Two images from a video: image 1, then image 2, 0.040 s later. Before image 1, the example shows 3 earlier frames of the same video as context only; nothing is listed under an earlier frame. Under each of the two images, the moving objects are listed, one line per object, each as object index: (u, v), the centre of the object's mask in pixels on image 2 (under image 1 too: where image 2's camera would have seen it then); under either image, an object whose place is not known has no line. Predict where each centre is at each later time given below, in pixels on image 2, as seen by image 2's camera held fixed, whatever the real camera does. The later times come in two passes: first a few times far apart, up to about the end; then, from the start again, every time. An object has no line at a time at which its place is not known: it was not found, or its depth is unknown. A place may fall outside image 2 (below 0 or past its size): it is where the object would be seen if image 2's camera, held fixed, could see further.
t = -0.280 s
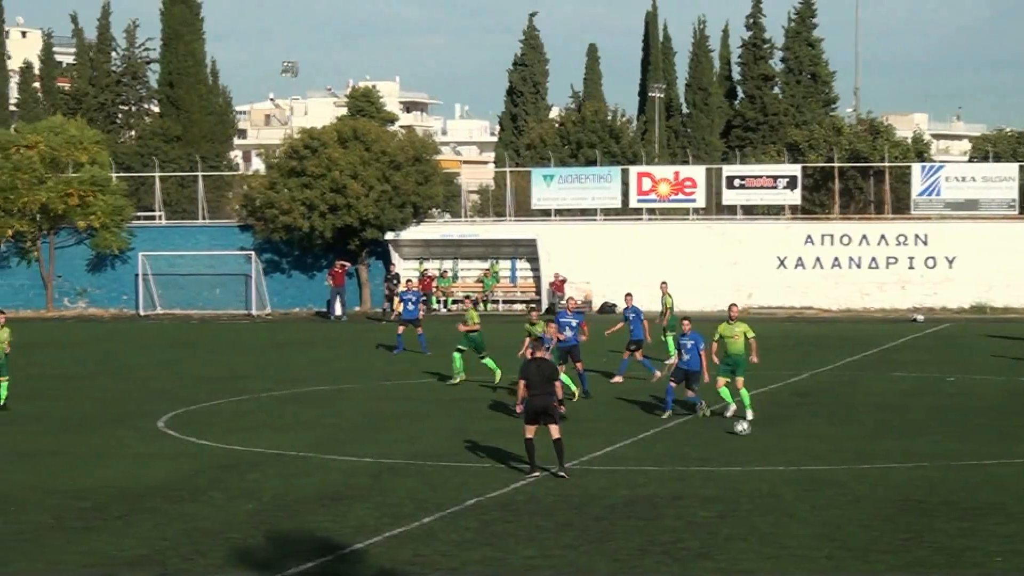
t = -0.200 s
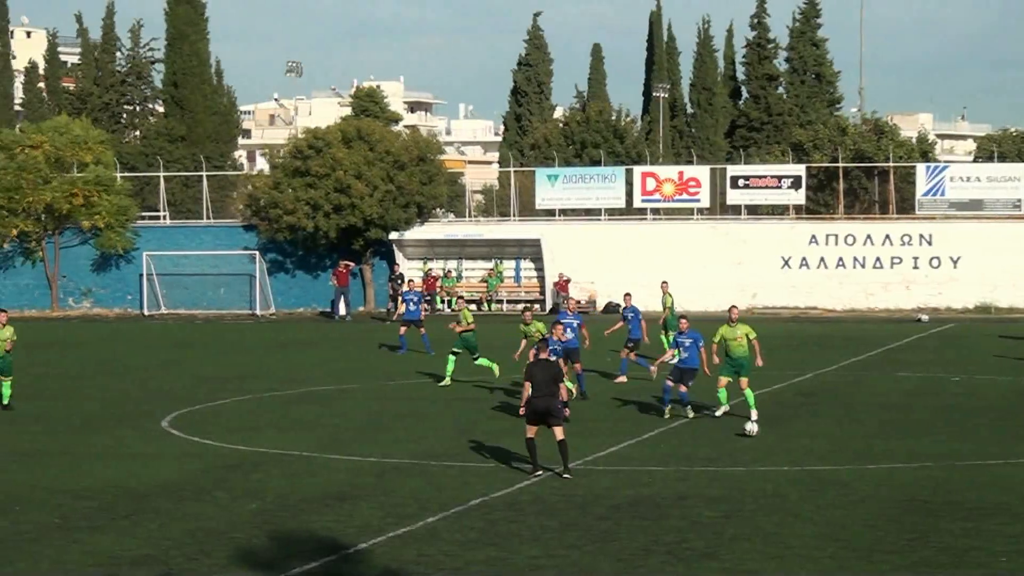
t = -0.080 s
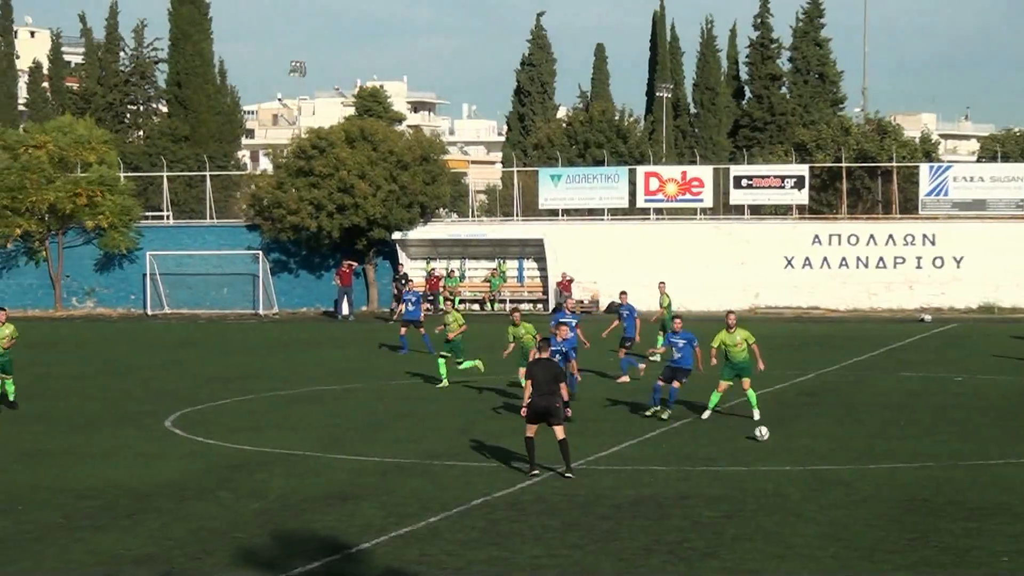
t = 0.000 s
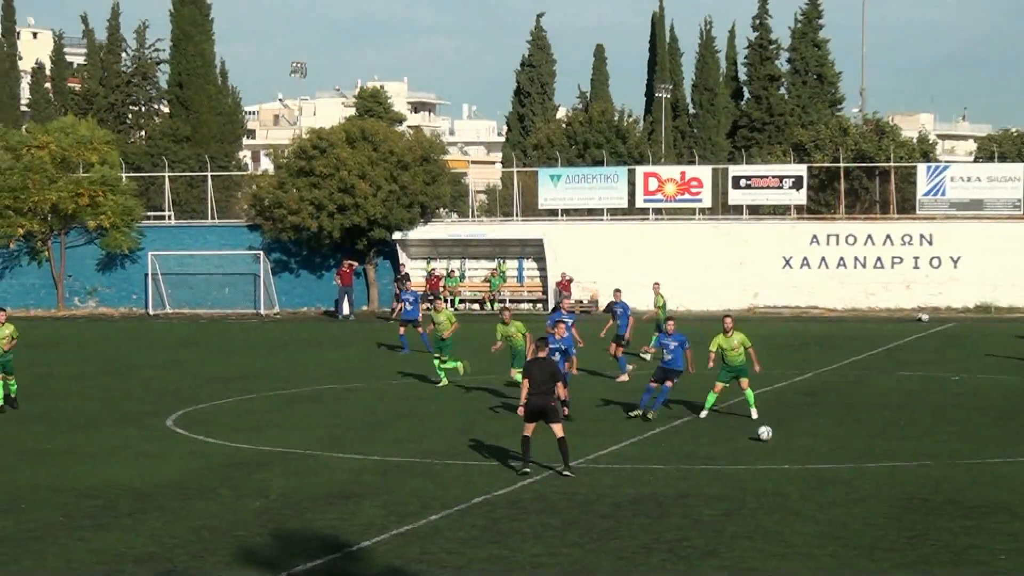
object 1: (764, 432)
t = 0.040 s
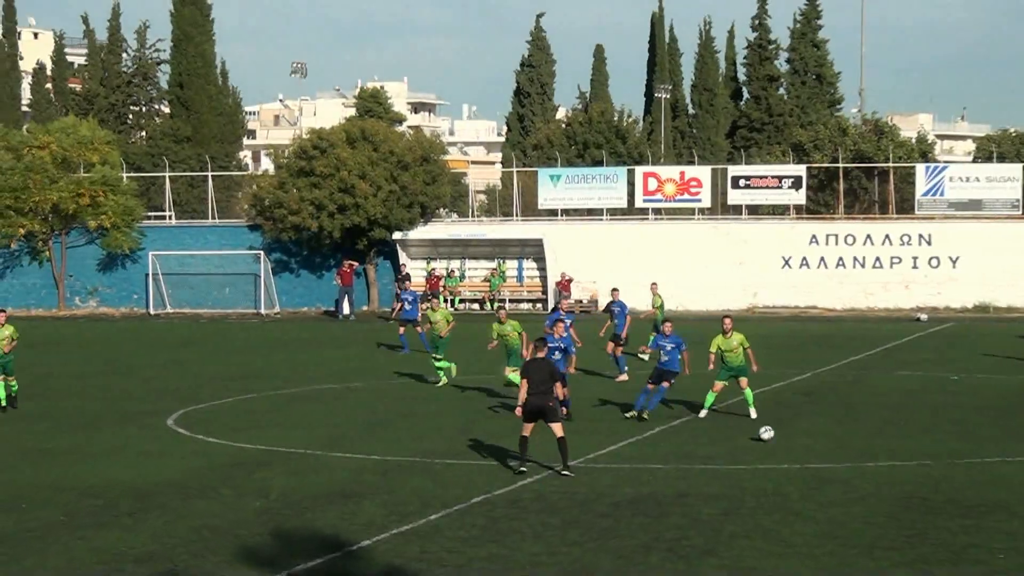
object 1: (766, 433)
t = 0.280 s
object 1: (779, 439)
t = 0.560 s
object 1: (795, 446)
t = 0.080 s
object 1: (768, 434)
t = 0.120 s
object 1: (771, 436)
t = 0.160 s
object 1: (773, 436)
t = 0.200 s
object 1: (775, 437)
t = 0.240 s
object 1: (777, 438)
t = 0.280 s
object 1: (779, 439)
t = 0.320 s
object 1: (782, 440)
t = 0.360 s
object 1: (784, 441)
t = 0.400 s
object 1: (786, 442)
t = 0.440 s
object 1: (788, 443)
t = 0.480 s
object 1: (791, 444)
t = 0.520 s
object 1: (792, 445)
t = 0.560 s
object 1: (795, 446)
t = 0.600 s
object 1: (797, 446)
